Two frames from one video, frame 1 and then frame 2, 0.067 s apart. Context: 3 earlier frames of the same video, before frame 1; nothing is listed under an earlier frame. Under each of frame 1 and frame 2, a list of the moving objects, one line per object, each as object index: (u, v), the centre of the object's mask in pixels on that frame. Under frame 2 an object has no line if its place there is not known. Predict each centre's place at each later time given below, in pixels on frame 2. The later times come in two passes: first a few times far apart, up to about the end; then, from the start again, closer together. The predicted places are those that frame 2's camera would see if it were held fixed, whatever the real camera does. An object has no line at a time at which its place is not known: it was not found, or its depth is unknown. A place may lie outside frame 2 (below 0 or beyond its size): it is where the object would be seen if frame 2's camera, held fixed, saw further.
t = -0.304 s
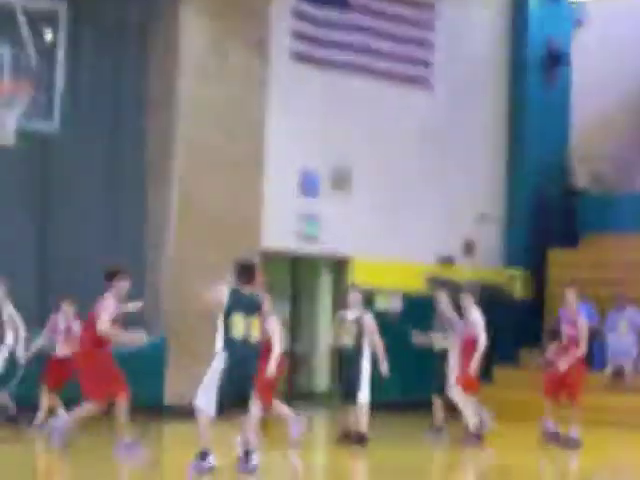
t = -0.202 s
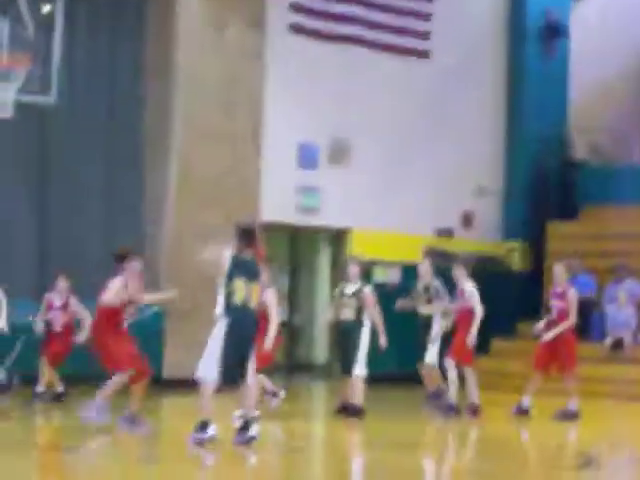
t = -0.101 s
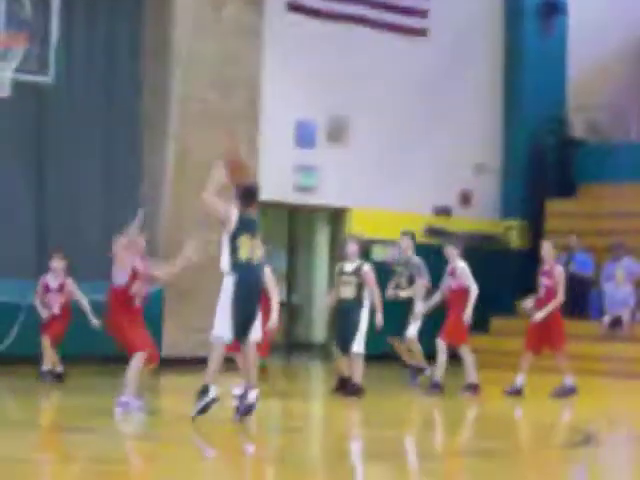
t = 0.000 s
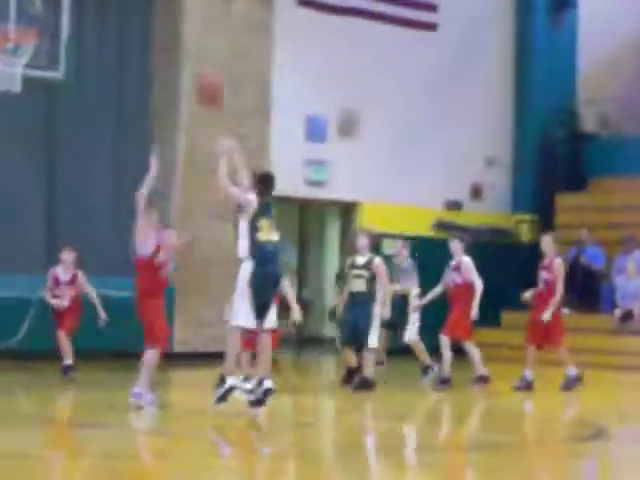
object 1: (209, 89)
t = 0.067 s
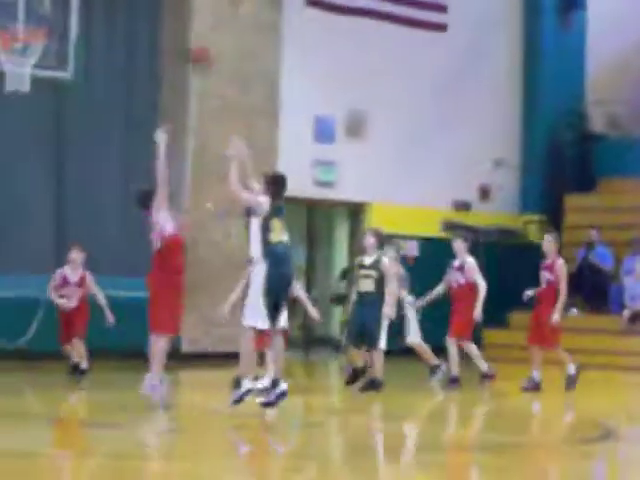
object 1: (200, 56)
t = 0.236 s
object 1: (147, -5)
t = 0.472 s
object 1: (78, -36)
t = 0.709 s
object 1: (16, 3)
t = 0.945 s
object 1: (9, -19)
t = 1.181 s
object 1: (24, -13)
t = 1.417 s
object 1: (21, 31)
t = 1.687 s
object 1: (40, 52)
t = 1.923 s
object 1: (35, 88)
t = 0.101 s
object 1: (188, 38)
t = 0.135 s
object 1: (176, 25)
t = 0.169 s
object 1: (168, 12)
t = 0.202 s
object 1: (158, 3)
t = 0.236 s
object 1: (147, -5)
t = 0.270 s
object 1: (136, -17)
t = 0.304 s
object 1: (127, -24)
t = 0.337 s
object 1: (116, -29)
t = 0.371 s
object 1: (106, -33)
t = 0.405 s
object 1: (97, -36)
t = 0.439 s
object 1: (87, -37)
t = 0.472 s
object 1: (78, -36)
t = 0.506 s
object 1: (70, -35)
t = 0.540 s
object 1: (58, -30)
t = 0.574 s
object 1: (50, -25)
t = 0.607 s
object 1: (41, -20)
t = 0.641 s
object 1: (33, -13)
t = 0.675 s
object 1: (23, -6)
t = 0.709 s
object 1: (16, 3)
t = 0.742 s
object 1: (3, 15)
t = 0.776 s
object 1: (-1, 18)
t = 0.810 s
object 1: (-1, 9)
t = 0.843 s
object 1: (2, 0)
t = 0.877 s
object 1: (4, -6)
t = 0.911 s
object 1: (6, -11)
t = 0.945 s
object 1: (9, -19)
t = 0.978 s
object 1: (12, -21)
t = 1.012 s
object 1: (13, -22)
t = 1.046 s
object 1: (15, -22)
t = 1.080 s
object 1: (17, -22)
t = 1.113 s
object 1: (19, -21)
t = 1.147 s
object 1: (20, -18)
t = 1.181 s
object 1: (24, -13)
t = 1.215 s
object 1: (26, -7)
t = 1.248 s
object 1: (28, 0)
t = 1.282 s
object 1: (32, 8)
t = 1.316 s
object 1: (35, 16)
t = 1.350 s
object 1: (32, 25)
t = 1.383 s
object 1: (25, 28)
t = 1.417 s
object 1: (21, 31)
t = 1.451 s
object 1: (17, 31)
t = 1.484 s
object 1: (17, 31)
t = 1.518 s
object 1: (22, 36)
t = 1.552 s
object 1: (25, 40)
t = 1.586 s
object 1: (28, 45)
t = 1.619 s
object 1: (34, 47)
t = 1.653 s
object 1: (37, 49)
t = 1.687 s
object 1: (40, 52)
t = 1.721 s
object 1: (42, 54)
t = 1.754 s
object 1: (43, 56)
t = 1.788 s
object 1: (42, 62)
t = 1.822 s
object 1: (41, 66)
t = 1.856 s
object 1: (39, 69)
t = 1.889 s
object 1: (37, 77)
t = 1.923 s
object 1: (35, 88)
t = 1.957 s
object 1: (32, 95)
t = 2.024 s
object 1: (29, 114)
